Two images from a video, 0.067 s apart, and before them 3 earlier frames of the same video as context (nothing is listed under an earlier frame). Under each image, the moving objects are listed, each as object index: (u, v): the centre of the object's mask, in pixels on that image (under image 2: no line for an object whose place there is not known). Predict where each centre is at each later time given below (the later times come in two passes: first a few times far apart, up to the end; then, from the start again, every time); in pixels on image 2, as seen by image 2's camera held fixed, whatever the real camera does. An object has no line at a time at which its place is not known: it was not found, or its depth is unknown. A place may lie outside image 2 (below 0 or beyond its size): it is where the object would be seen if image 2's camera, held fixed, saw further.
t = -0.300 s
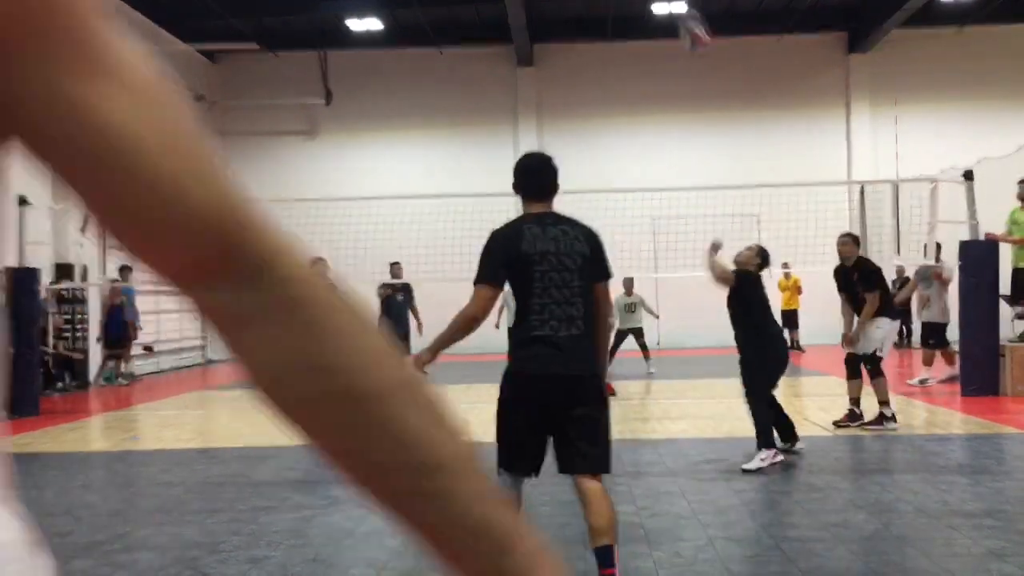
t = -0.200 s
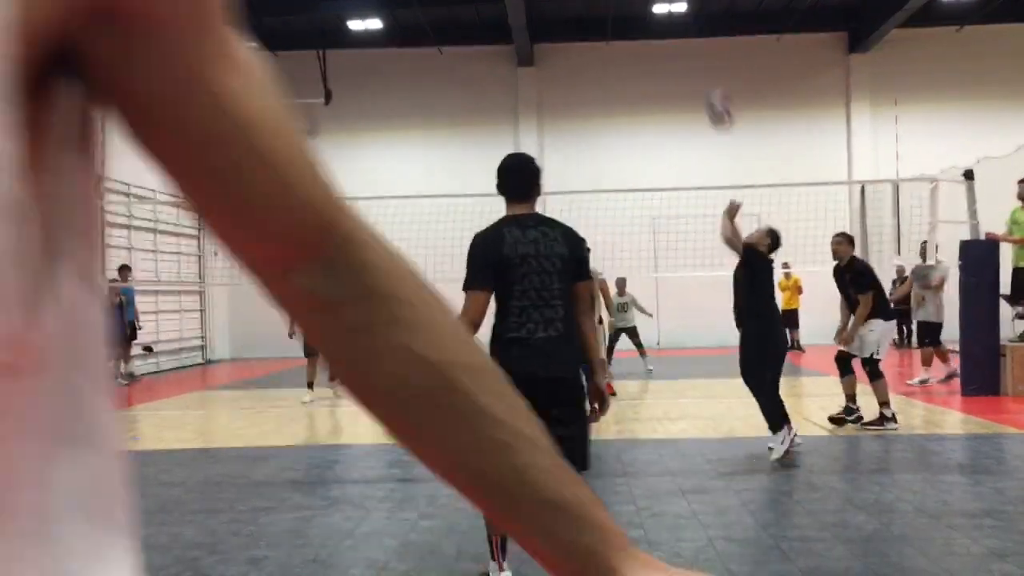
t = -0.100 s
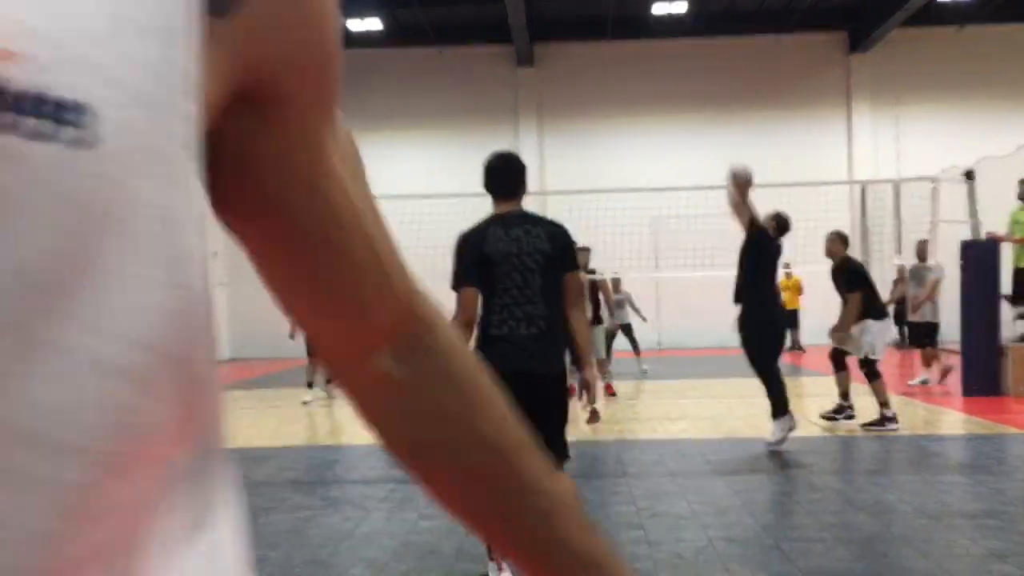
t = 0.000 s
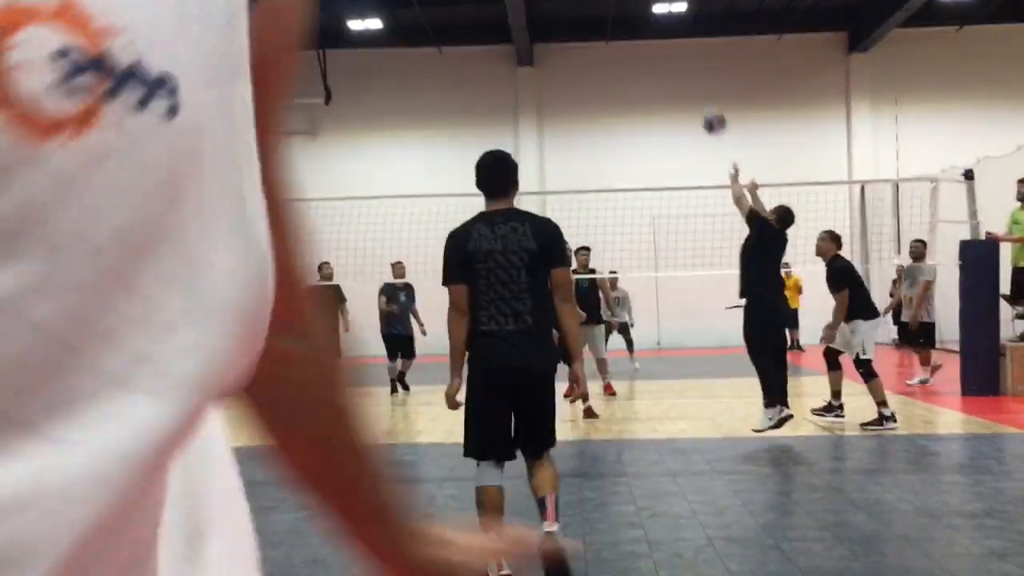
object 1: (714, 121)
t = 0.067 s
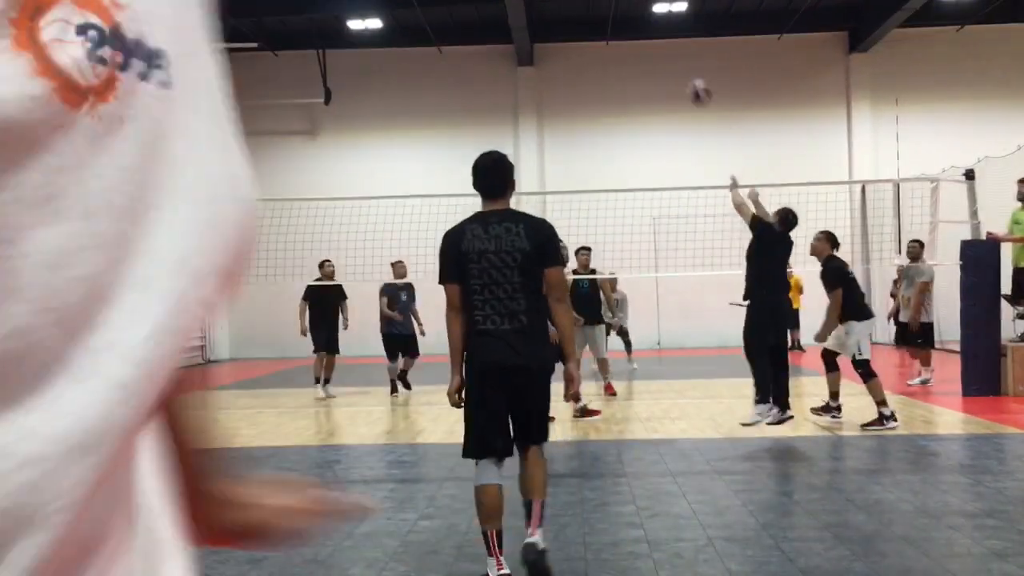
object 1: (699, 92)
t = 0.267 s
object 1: (664, 50)
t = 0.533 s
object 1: (632, 60)
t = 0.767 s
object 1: (615, 110)
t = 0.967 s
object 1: (603, 173)
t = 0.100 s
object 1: (692, 80)
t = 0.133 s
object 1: (685, 70)
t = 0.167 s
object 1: (679, 63)
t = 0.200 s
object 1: (673, 57)
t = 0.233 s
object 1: (669, 53)
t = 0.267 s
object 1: (664, 50)
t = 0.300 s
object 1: (660, 48)
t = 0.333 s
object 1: (655, 47)
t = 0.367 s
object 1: (651, 46)
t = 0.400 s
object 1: (646, 46)
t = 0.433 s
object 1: (642, 49)
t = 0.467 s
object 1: (638, 51)
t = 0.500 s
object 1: (635, 56)
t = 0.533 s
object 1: (632, 60)
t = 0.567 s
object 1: (629, 65)
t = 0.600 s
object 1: (626, 71)
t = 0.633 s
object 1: (624, 77)
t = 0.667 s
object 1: (621, 84)
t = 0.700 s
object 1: (618, 92)
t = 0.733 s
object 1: (616, 100)
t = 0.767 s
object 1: (615, 110)
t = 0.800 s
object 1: (612, 120)
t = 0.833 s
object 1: (610, 130)
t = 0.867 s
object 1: (608, 140)
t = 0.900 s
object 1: (606, 152)
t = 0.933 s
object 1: (604, 162)
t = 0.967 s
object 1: (603, 173)
